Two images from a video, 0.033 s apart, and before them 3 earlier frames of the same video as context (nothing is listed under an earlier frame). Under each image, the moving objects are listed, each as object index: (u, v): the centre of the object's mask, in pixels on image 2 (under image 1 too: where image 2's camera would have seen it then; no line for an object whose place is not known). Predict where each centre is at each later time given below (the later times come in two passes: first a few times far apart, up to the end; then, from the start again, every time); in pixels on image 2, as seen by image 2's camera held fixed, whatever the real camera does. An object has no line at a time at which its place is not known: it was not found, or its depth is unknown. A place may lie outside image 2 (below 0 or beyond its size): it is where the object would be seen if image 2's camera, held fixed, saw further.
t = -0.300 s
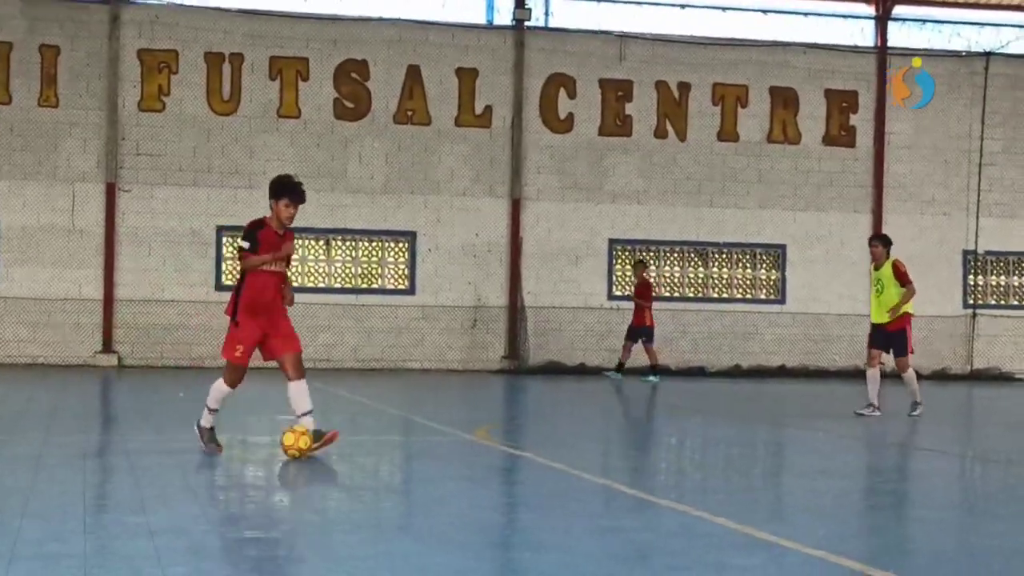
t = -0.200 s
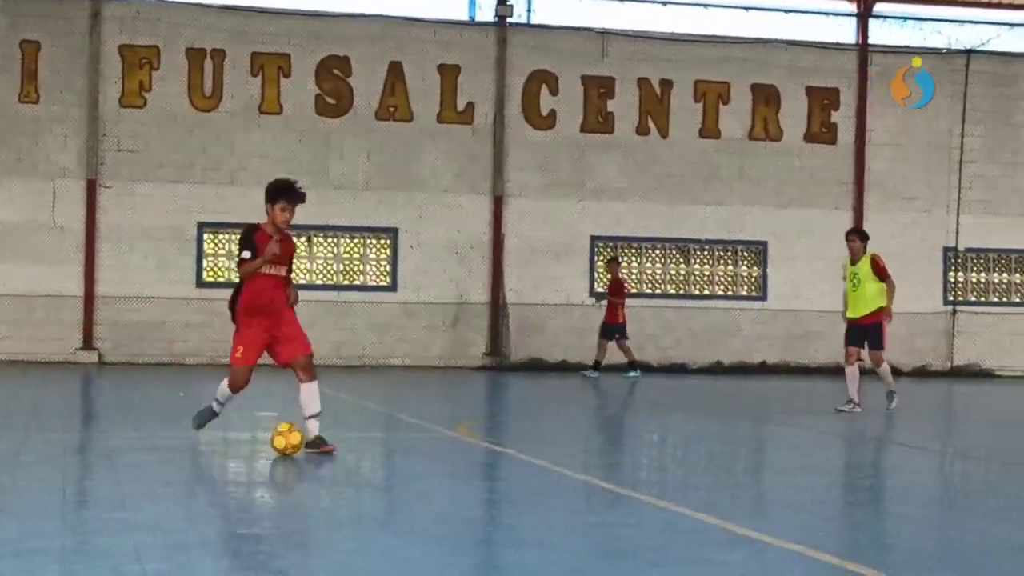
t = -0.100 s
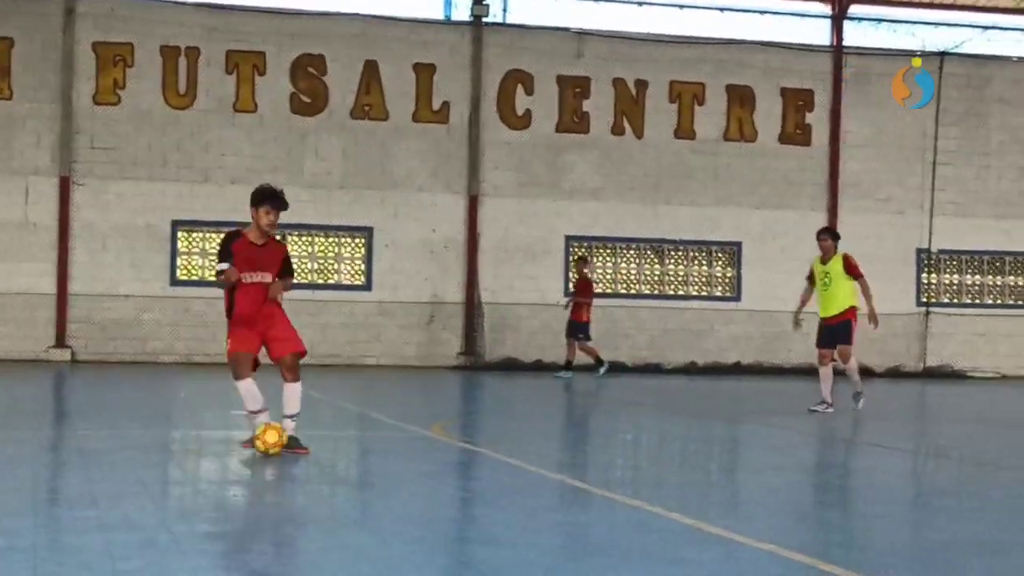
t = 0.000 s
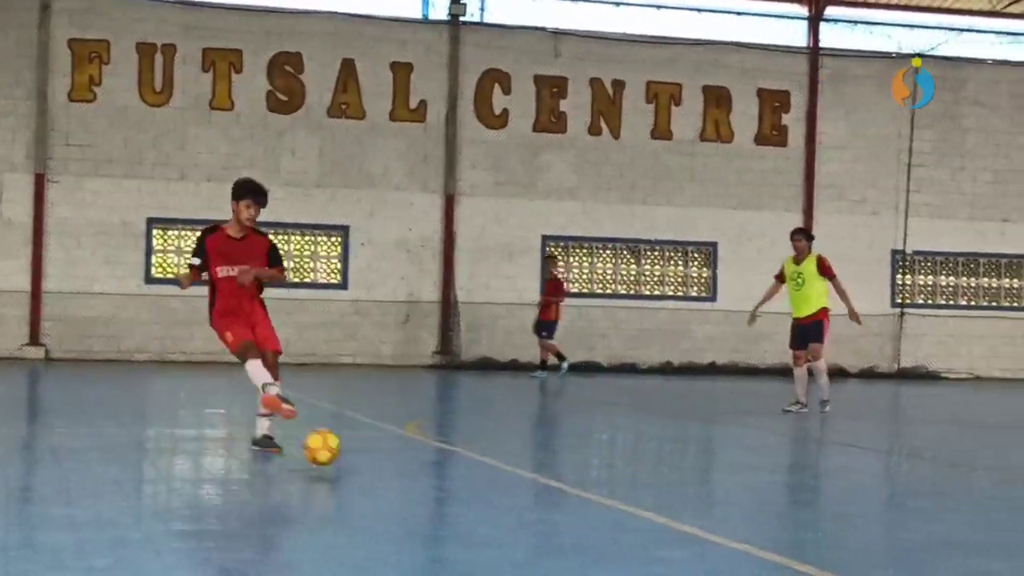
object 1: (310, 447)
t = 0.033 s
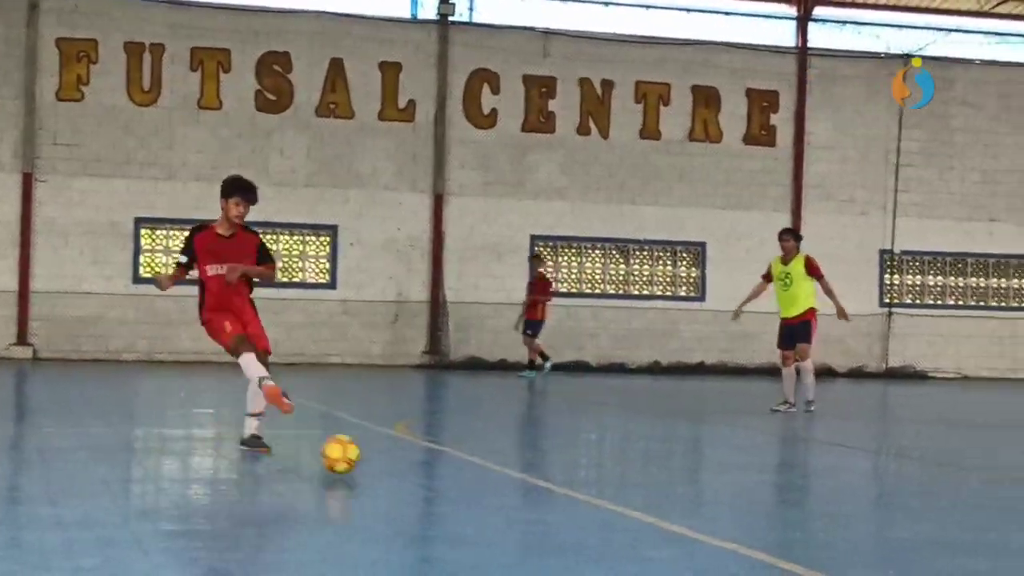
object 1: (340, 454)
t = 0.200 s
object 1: (516, 490)
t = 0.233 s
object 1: (557, 498)
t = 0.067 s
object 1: (372, 464)
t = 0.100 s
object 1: (405, 469)
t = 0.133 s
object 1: (440, 475)
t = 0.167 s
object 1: (478, 482)
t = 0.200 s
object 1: (516, 490)
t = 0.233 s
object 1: (557, 498)
